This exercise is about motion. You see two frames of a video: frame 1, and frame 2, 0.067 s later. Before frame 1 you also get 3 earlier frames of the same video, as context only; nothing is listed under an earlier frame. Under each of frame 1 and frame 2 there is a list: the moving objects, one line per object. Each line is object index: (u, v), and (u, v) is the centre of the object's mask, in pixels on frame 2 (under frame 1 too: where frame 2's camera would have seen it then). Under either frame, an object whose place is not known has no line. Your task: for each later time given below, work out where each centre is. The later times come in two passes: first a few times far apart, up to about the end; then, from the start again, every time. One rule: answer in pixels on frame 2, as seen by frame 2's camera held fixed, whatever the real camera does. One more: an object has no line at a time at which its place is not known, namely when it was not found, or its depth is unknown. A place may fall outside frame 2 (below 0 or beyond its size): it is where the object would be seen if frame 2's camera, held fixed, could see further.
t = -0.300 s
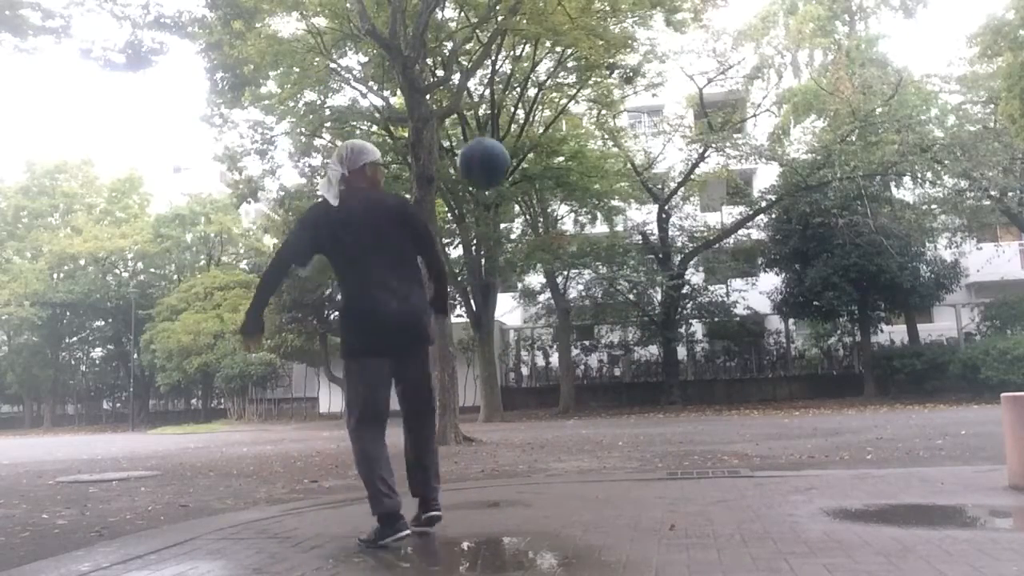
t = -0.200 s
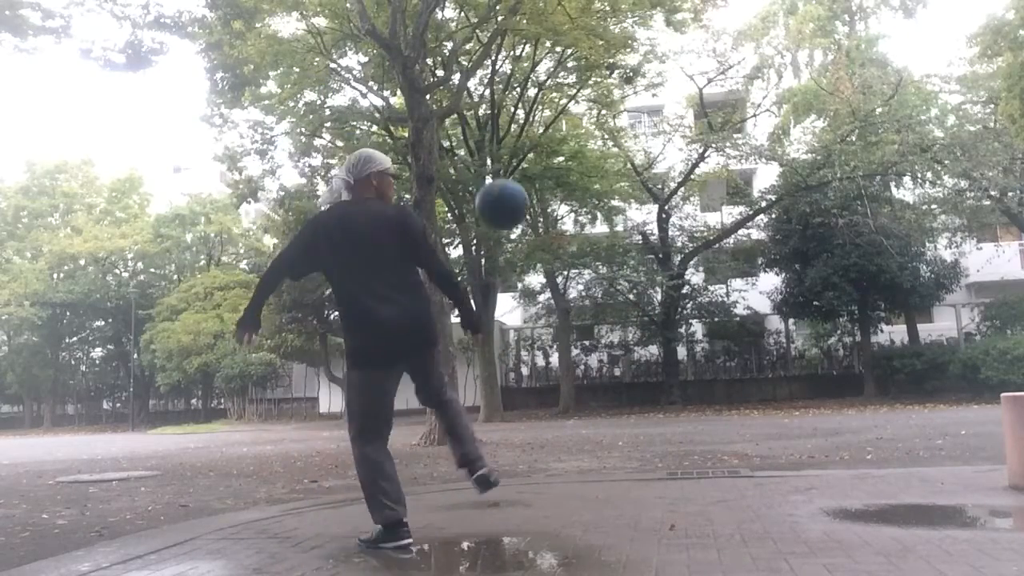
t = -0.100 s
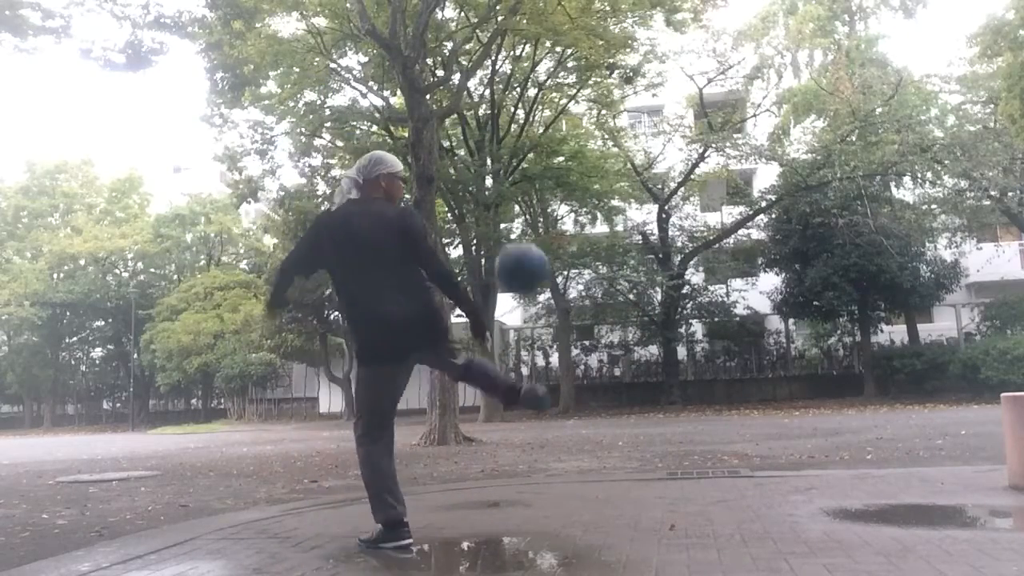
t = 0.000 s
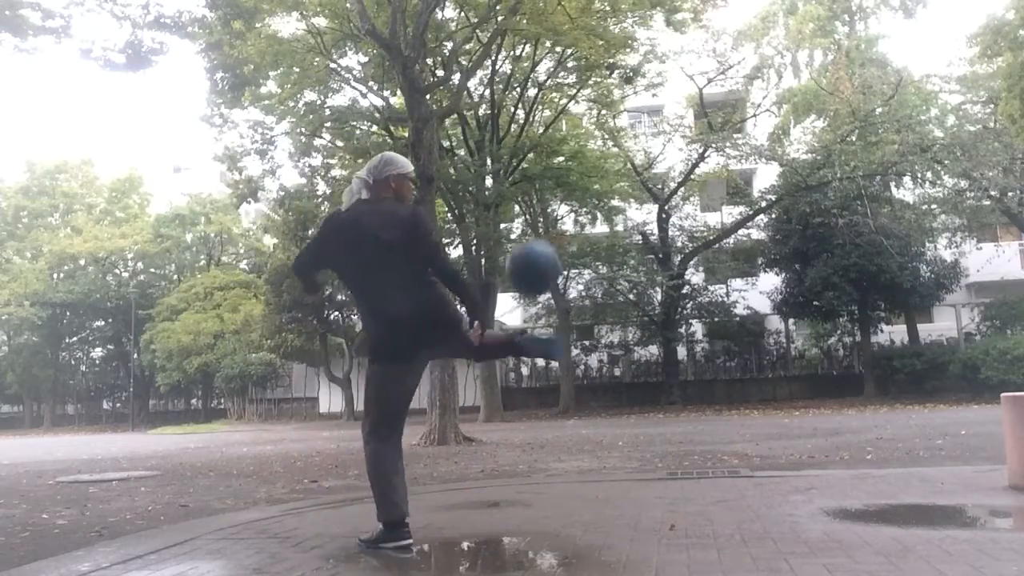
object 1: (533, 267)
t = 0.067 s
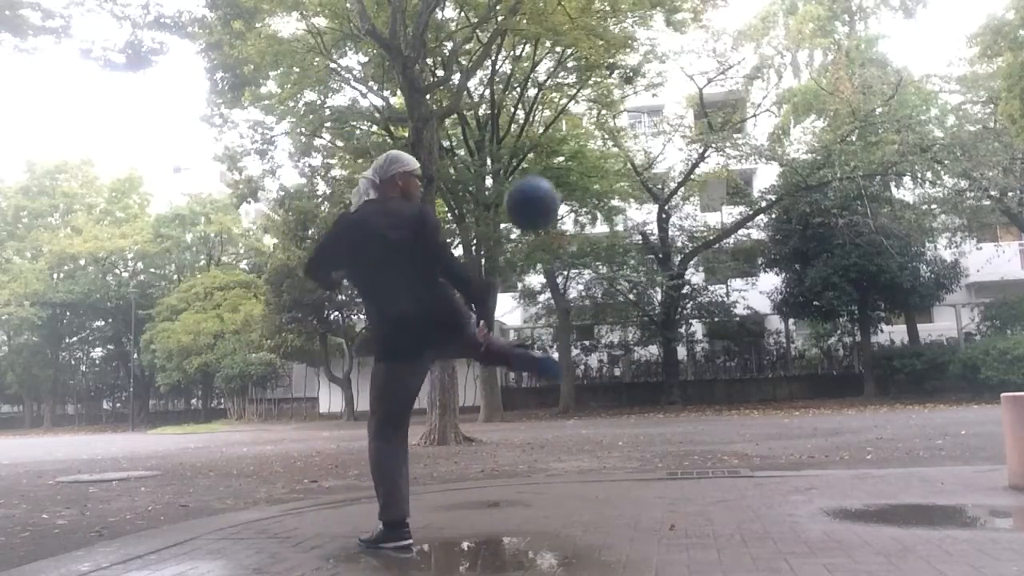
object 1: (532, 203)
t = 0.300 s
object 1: (529, 67)
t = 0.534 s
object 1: (532, 60)
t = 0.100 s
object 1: (530, 176)
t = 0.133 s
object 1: (530, 151)
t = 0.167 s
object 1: (530, 130)
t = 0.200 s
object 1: (529, 111)
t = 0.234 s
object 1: (529, 93)
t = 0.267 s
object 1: (529, 79)
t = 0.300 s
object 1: (529, 67)
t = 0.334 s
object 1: (529, 58)
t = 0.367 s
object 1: (529, 52)
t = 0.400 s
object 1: (529, 48)
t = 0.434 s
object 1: (529, 47)
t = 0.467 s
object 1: (530, 48)
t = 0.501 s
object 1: (531, 53)
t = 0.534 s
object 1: (532, 60)
